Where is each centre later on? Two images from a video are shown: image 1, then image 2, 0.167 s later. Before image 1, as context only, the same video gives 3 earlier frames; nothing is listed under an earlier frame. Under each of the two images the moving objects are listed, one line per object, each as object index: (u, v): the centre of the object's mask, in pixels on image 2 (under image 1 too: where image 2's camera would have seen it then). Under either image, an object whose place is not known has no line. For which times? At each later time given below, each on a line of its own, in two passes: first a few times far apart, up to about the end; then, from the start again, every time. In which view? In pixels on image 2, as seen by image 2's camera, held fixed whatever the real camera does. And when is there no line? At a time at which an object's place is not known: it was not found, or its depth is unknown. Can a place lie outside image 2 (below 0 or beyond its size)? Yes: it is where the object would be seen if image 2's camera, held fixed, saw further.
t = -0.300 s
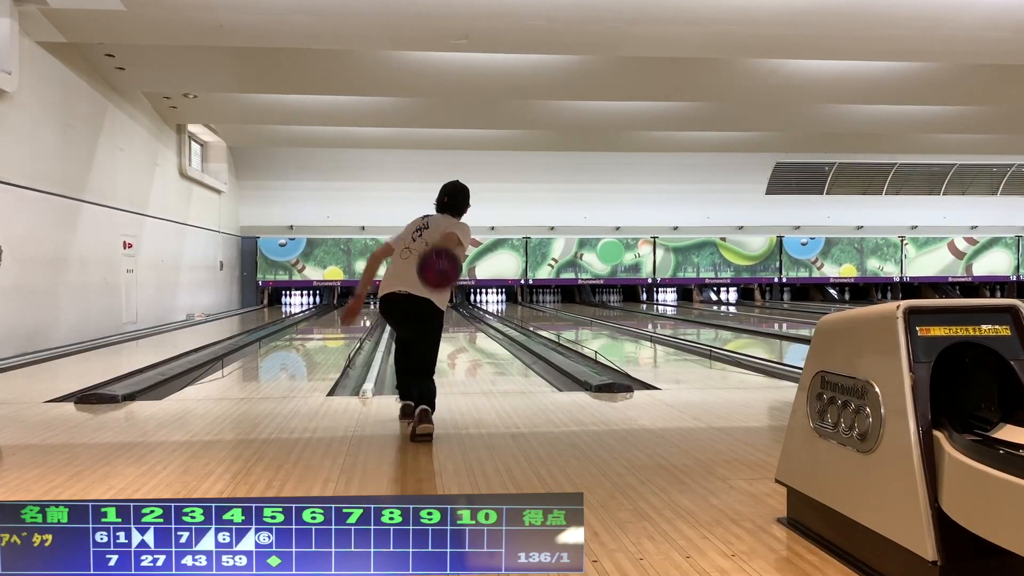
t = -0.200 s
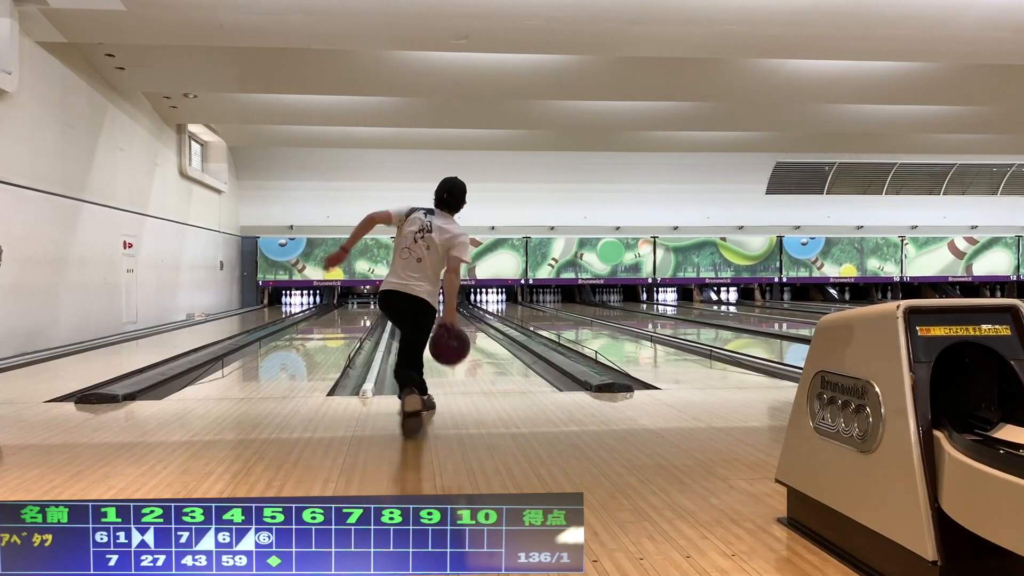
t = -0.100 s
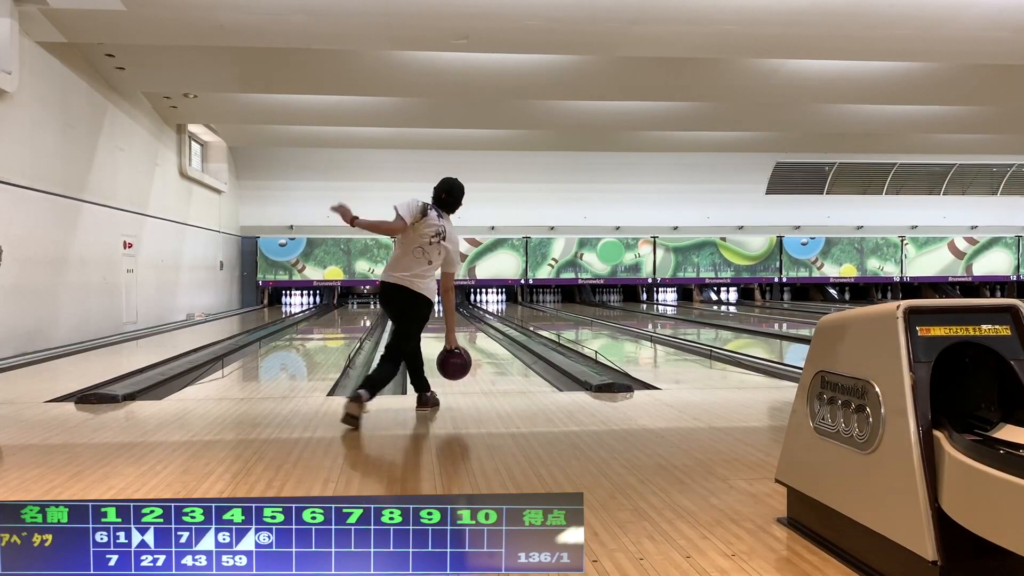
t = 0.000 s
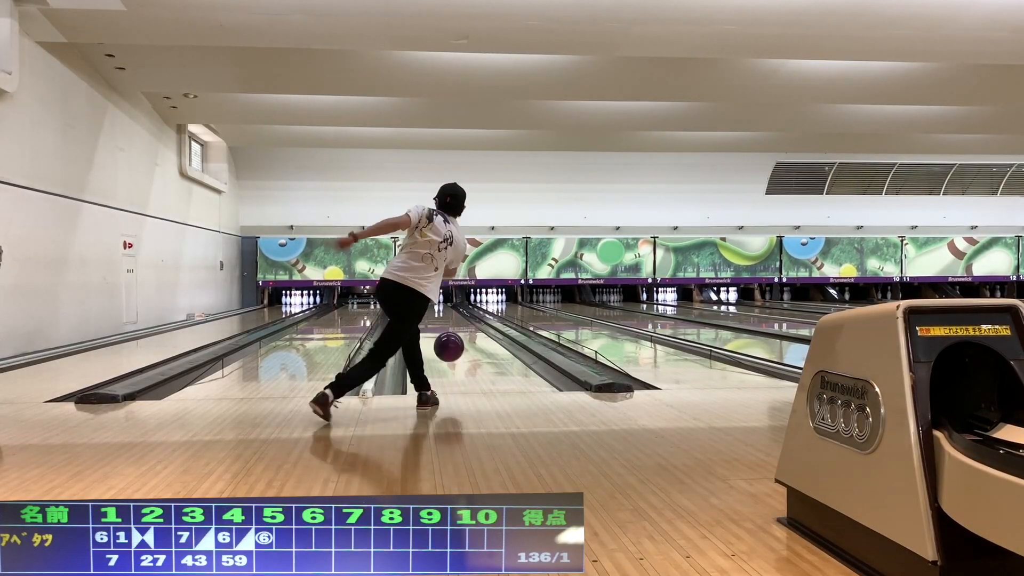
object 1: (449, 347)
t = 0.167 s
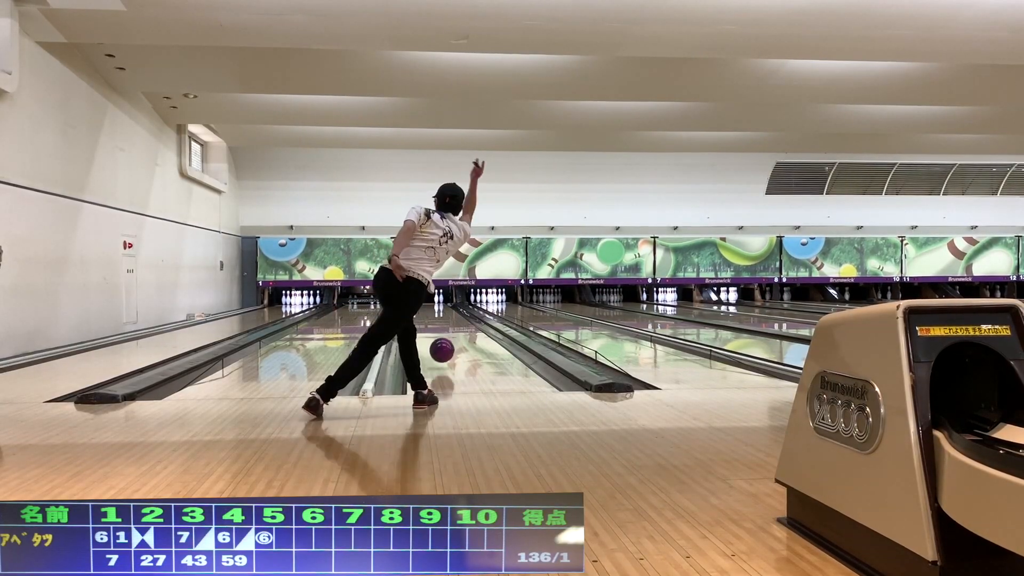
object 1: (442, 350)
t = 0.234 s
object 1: (440, 349)
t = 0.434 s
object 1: (435, 337)
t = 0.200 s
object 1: (441, 353)
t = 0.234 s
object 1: (440, 349)
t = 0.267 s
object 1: (439, 346)
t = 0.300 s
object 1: (438, 345)
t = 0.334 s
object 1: (437, 342)
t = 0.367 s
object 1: (436, 340)
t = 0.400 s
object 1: (435, 338)
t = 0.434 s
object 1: (435, 337)
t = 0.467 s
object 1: (434, 335)
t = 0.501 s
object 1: (434, 333)
